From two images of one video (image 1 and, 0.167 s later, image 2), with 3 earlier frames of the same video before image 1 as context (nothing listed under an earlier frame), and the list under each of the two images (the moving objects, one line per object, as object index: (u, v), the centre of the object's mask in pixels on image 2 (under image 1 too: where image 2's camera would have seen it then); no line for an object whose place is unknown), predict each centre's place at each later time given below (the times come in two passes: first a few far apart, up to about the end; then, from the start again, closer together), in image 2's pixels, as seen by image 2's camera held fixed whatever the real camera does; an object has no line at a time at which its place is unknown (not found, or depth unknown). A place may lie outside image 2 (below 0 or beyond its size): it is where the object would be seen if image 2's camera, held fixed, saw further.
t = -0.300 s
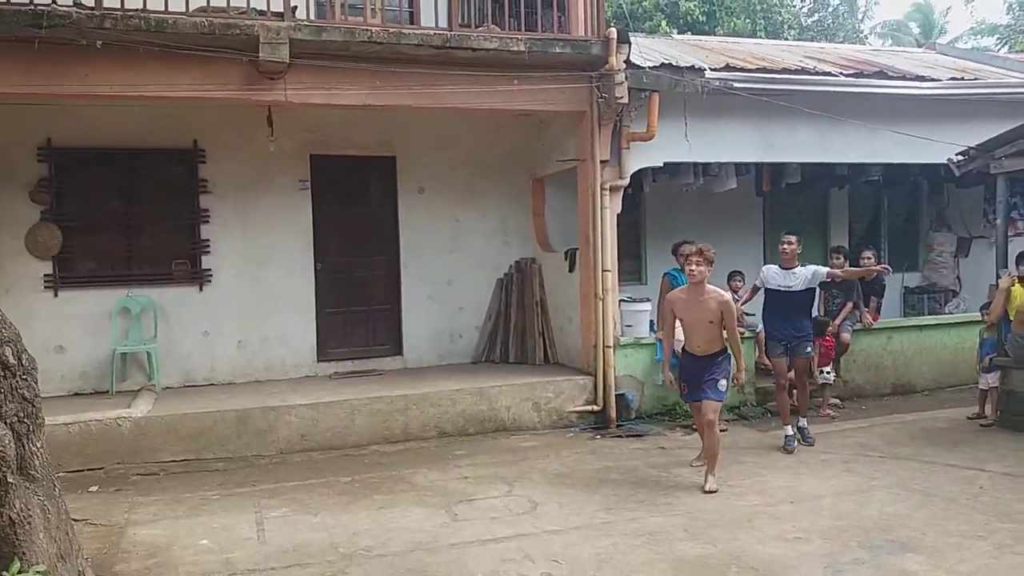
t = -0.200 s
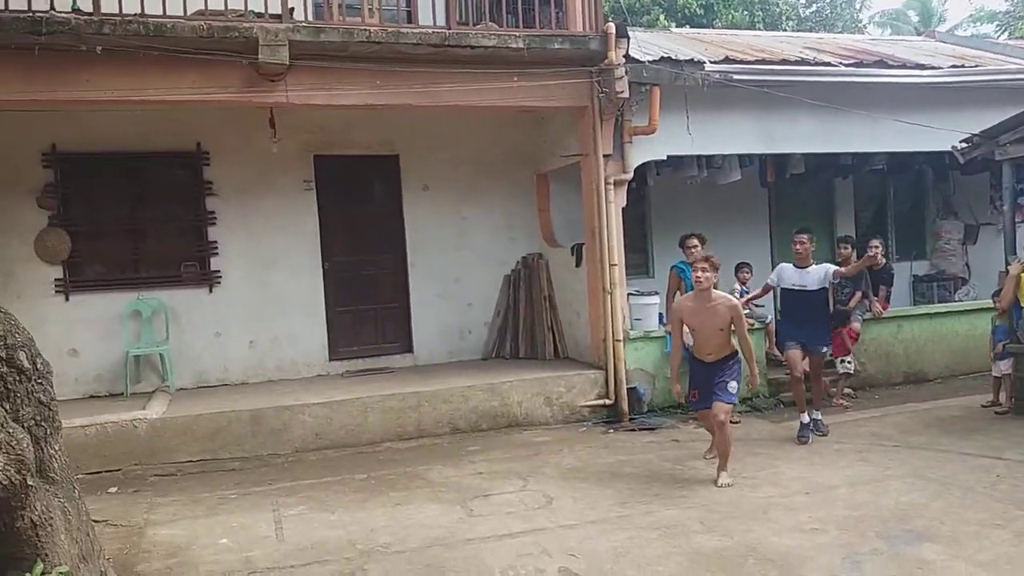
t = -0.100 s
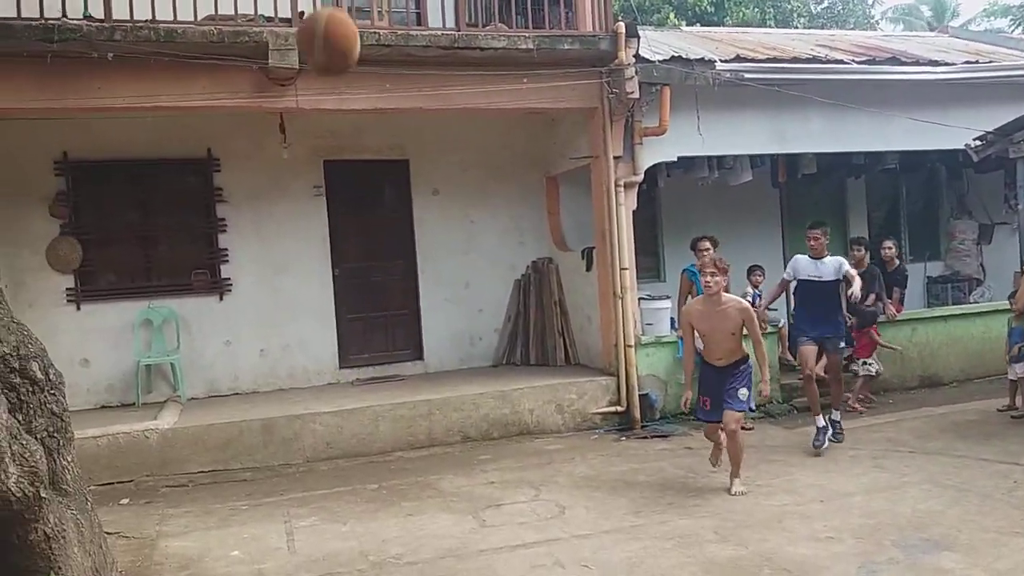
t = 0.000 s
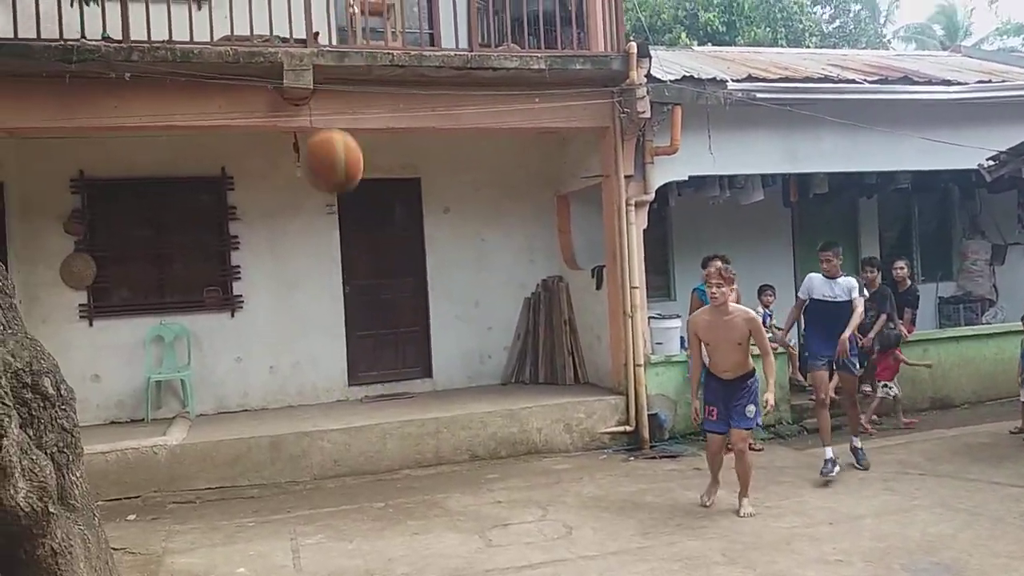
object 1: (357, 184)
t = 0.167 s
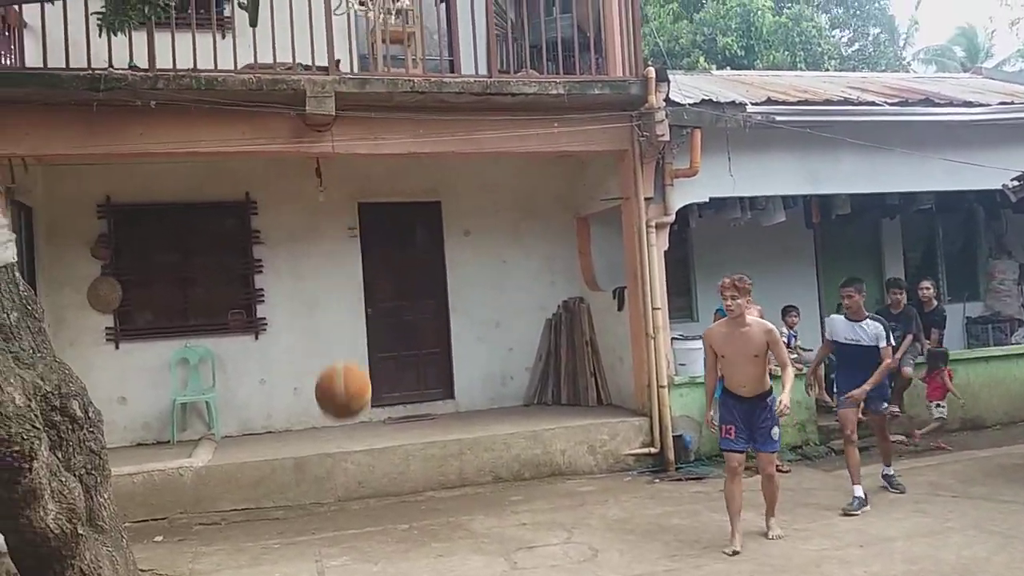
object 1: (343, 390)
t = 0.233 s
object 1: (338, 485)
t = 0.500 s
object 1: (302, 455)
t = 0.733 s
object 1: (264, 295)
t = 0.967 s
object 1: (238, 245)
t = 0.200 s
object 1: (341, 436)
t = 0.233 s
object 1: (338, 485)
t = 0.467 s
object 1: (309, 487)
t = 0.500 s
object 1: (302, 455)
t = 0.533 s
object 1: (297, 424)
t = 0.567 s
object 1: (288, 398)
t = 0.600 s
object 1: (283, 373)
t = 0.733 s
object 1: (264, 295)
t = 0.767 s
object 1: (257, 283)
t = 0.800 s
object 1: (255, 272)
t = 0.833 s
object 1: (252, 262)
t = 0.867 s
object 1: (248, 254)
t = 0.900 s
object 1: (244, 248)
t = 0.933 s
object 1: (239, 246)
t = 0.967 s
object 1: (238, 245)
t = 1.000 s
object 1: (234, 247)
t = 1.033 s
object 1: (230, 252)
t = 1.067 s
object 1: (227, 257)
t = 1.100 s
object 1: (225, 265)
